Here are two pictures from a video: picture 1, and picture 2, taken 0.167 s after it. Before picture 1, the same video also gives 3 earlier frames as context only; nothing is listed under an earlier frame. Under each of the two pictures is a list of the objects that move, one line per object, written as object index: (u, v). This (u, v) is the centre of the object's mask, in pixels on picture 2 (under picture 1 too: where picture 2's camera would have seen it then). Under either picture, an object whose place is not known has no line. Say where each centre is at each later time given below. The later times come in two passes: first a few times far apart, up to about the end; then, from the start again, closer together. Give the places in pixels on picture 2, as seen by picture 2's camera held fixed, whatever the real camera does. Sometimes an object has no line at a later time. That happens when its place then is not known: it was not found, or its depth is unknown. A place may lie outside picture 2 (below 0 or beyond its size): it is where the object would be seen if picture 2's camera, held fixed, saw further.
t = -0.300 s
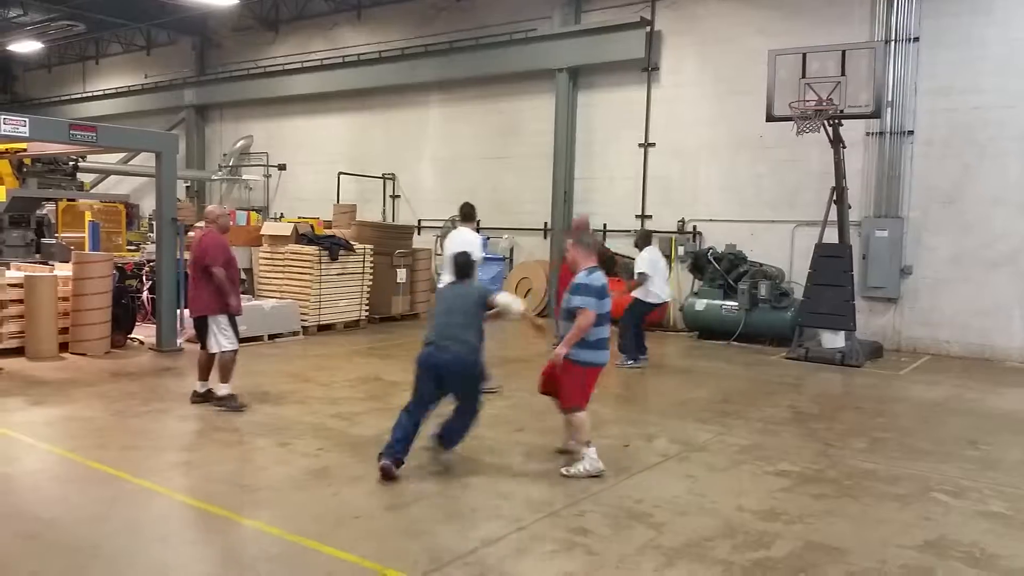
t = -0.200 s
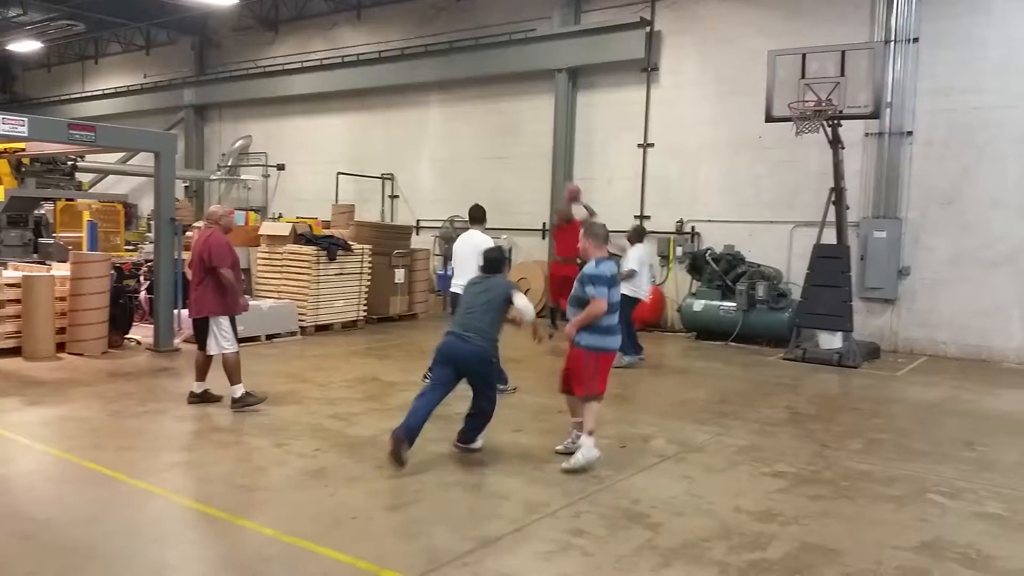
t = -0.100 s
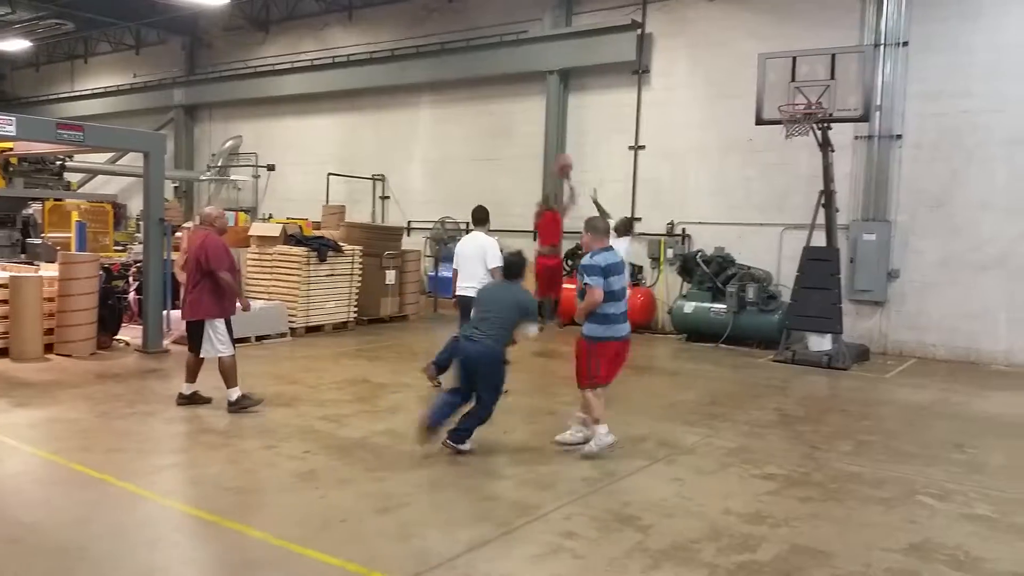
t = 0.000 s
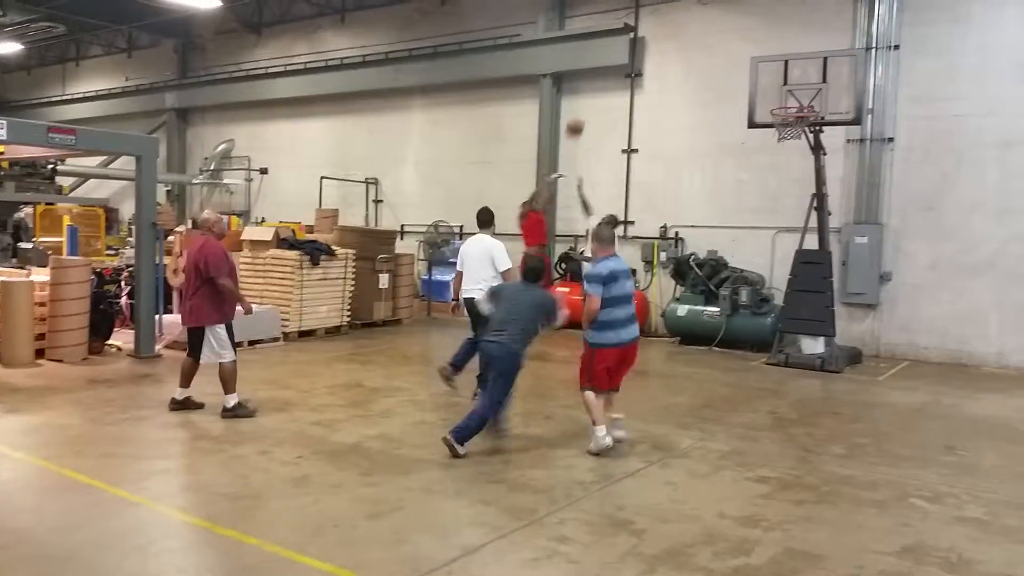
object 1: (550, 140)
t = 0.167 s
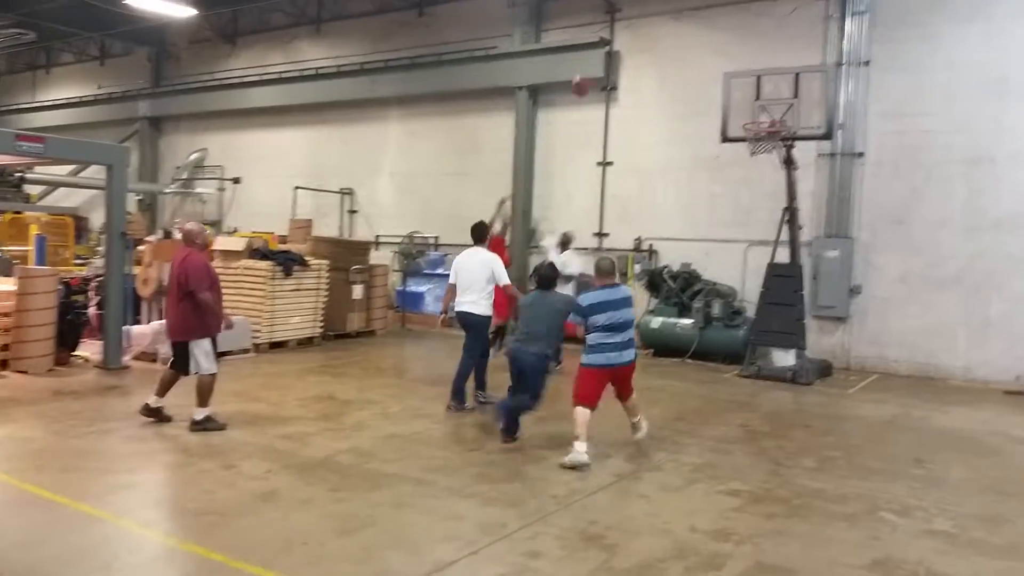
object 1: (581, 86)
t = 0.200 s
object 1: (588, 77)
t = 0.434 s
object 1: (630, 41)
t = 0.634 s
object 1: (667, 44)
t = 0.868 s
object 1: (706, 92)
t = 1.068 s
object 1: (741, 171)
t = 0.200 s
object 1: (588, 77)
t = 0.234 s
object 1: (593, 70)
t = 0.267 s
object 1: (599, 64)
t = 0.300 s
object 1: (606, 57)
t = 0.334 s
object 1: (612, 51)
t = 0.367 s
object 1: (615, 47)
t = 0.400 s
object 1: (622, 44)
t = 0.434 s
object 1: (630, 41)
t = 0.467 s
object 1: (637, 39)
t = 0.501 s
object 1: (643, 39)
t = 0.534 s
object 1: (649, 39)
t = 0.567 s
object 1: (655, 40)
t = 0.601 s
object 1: (661, 42)
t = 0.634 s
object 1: (667, 44)
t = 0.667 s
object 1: (673, 48)
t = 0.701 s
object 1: (678, 53)
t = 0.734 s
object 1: (683, 59)
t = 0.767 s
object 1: (688, 65)
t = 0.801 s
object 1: (694, 73)
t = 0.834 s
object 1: (700, 82)
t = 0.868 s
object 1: (706, 92)
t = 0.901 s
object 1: (712, 103)
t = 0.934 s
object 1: (715, 114)
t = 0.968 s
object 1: (722, 129)
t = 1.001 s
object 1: (729, 141)
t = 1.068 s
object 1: (741, 171)
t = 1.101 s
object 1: (747, 188)
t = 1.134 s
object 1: (752, 207)
